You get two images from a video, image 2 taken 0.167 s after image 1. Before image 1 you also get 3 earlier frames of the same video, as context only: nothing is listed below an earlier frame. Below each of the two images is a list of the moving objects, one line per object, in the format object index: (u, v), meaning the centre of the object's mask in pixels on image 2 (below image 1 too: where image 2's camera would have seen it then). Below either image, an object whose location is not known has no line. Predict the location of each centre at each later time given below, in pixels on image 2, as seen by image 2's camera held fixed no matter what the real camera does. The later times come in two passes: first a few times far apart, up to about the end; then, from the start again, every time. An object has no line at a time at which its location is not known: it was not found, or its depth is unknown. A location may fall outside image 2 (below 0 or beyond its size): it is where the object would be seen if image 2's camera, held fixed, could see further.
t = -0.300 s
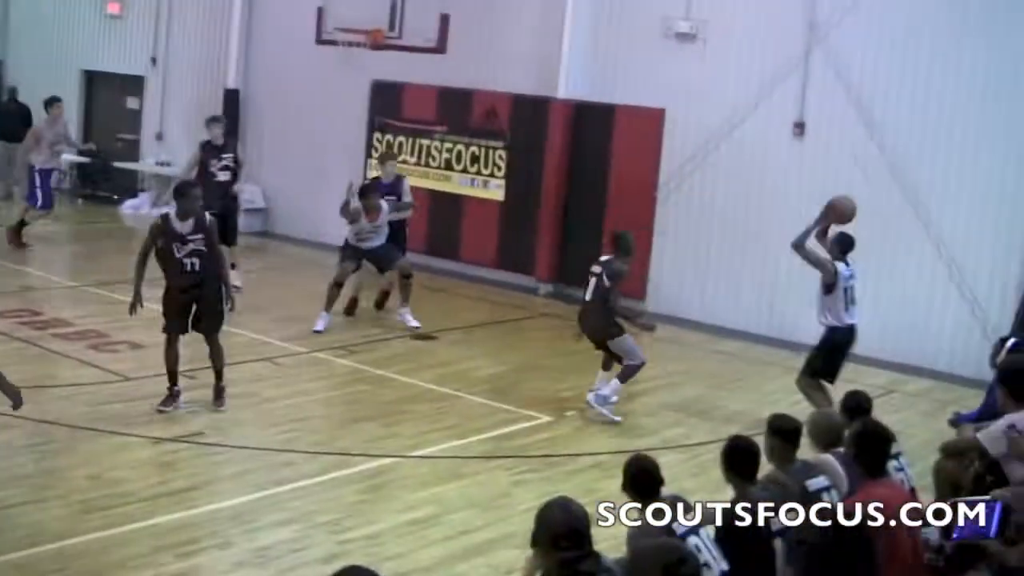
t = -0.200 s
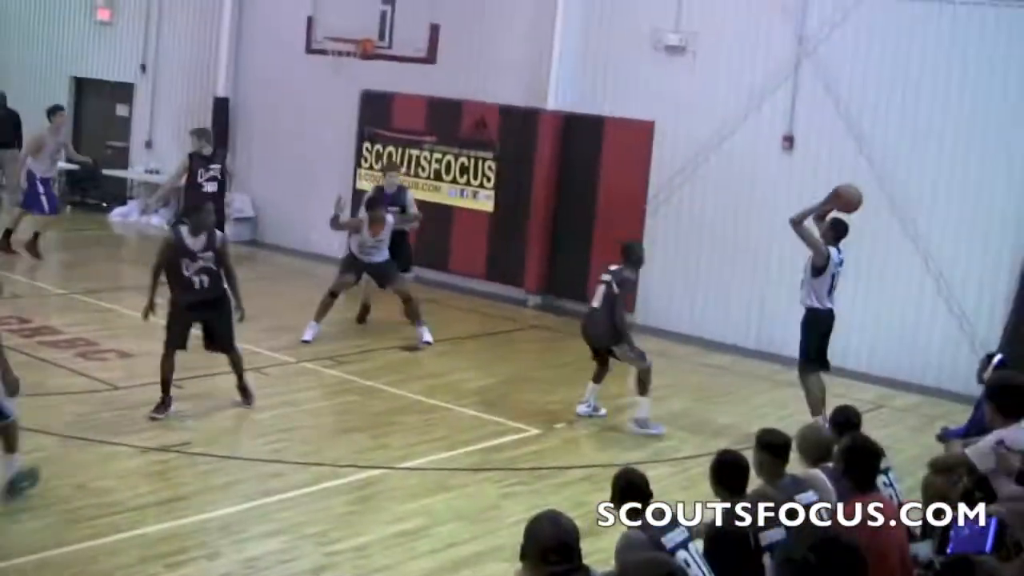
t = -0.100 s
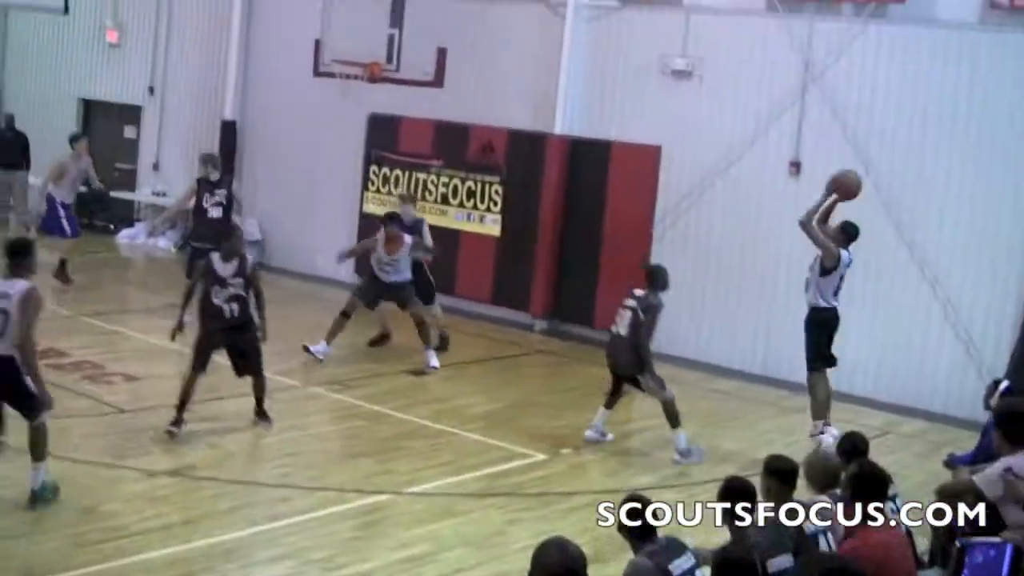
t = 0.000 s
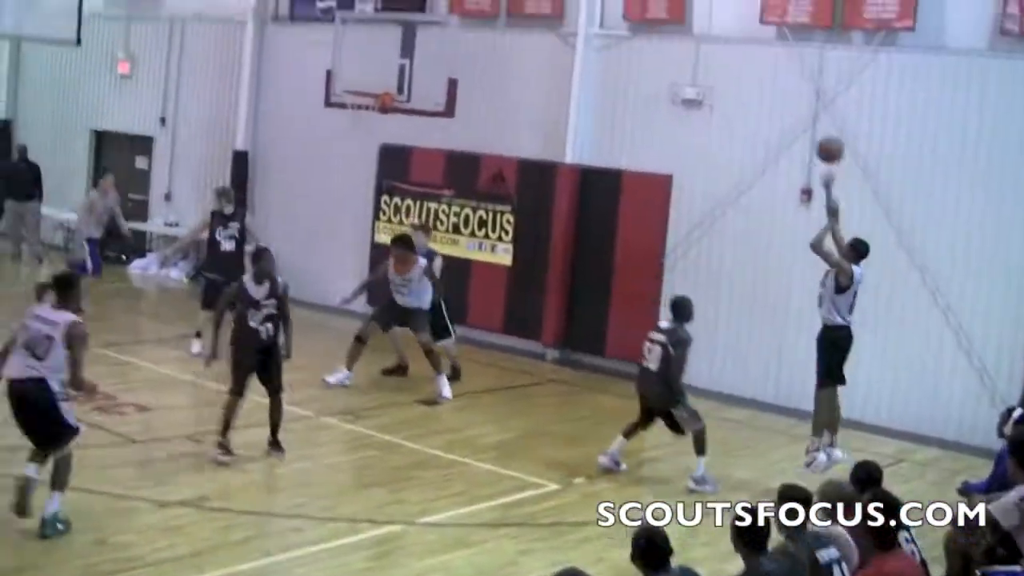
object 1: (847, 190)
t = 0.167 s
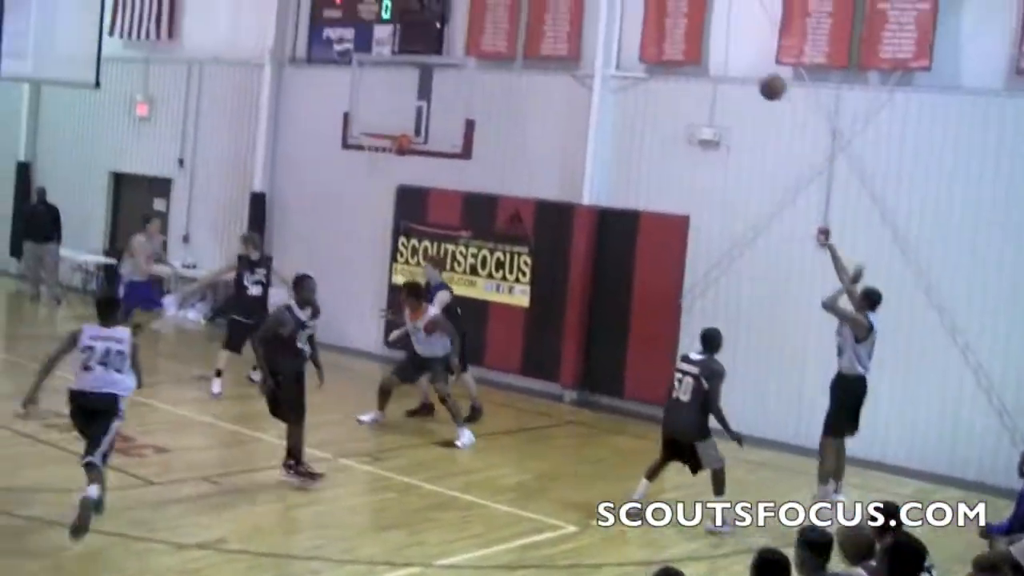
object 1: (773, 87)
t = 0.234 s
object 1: (744, 57)
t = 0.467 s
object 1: (650, -1)
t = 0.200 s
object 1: (758, 71)
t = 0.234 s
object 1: (744, 57)
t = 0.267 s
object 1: (730, 44)
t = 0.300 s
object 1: (717, 34)
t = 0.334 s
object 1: (704, 25)
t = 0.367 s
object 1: (691, 18)
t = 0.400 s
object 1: (677, 10)
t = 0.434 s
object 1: (663, 4)
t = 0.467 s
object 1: (650, -1)
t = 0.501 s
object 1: (637, -3)
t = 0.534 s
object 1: (625, -6)
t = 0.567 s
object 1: (612, -7)
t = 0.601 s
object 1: (601, -6)
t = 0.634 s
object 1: (590, -5)
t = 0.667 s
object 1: (577, -4)
